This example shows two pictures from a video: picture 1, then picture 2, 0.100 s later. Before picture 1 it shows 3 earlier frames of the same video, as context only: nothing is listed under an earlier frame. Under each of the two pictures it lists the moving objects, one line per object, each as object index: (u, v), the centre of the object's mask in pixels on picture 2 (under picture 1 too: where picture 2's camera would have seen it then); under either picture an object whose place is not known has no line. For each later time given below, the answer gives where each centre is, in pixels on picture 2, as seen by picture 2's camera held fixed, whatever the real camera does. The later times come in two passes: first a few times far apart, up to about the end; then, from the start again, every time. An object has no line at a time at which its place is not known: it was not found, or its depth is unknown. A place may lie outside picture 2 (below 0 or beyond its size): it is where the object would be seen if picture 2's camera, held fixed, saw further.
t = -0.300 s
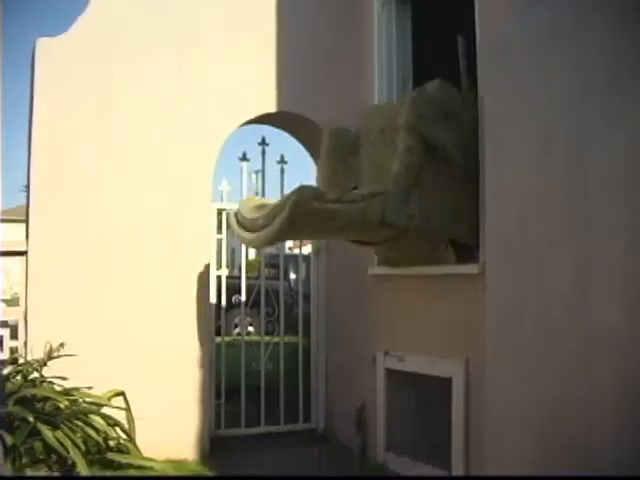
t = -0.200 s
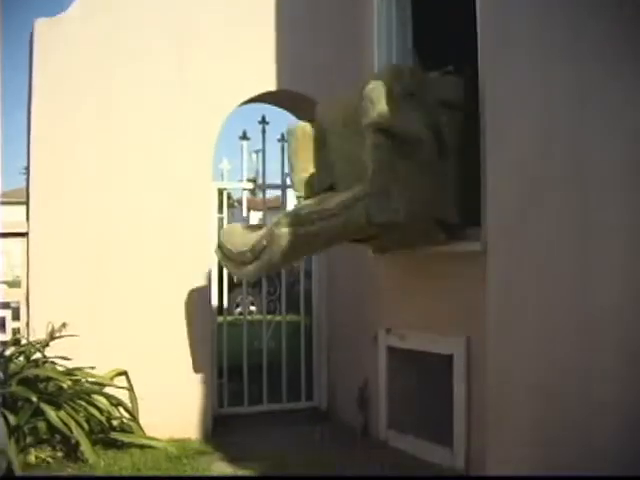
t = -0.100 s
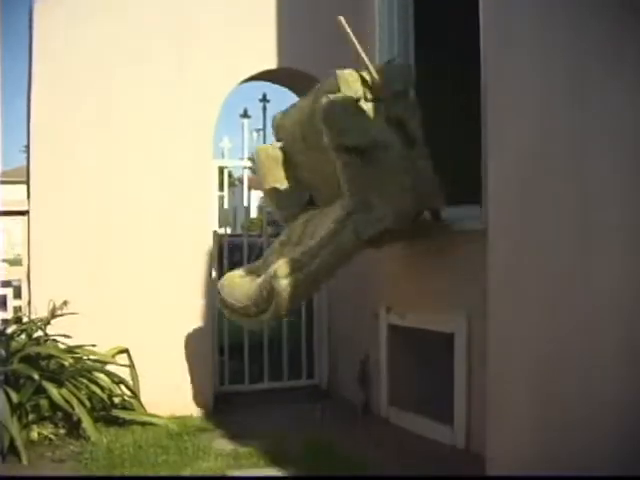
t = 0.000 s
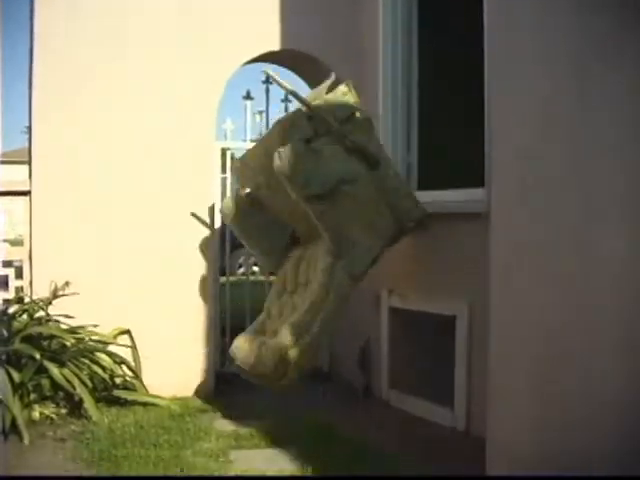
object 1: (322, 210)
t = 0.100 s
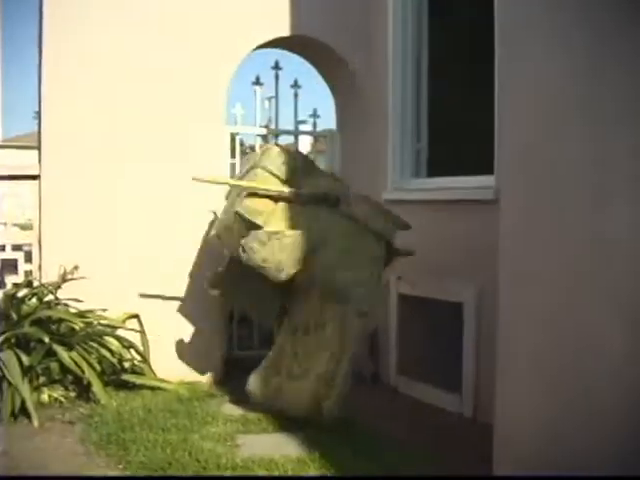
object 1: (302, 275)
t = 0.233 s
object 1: (263, 262)
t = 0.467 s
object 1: (199, 277)
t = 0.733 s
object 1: (112, 325)
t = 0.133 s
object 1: (301, 276)
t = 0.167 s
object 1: (286, 279)
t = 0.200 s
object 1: (274, 269)
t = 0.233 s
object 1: (263, 262)
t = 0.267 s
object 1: (257, 253)
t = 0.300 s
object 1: (248, 252)
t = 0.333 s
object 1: (238, 257)
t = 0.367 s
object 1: (226, 257)
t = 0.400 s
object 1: (216, 268)
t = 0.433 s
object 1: (208, 273)
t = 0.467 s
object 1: (199, 277)
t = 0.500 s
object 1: (188, 280)
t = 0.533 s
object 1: (174, 282)
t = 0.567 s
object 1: (165, 287)
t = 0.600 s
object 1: (154, 290)
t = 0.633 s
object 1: (144, 293)
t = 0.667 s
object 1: (132, 301)
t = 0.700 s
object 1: (122, 308)
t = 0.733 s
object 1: (112, 325)
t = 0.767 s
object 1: (106, 339)
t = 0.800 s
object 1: (102, 348)
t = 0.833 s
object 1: (93, 354)
